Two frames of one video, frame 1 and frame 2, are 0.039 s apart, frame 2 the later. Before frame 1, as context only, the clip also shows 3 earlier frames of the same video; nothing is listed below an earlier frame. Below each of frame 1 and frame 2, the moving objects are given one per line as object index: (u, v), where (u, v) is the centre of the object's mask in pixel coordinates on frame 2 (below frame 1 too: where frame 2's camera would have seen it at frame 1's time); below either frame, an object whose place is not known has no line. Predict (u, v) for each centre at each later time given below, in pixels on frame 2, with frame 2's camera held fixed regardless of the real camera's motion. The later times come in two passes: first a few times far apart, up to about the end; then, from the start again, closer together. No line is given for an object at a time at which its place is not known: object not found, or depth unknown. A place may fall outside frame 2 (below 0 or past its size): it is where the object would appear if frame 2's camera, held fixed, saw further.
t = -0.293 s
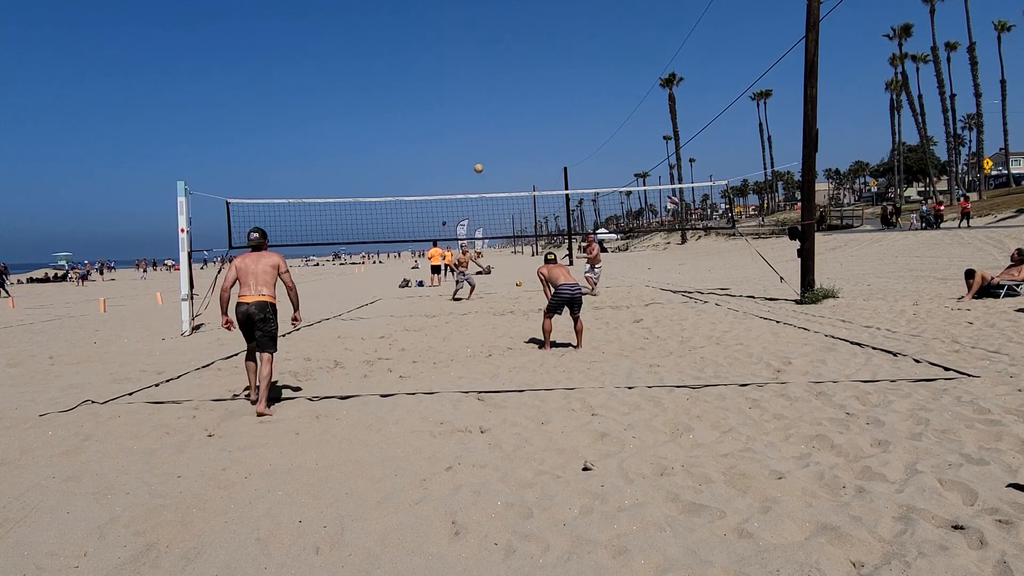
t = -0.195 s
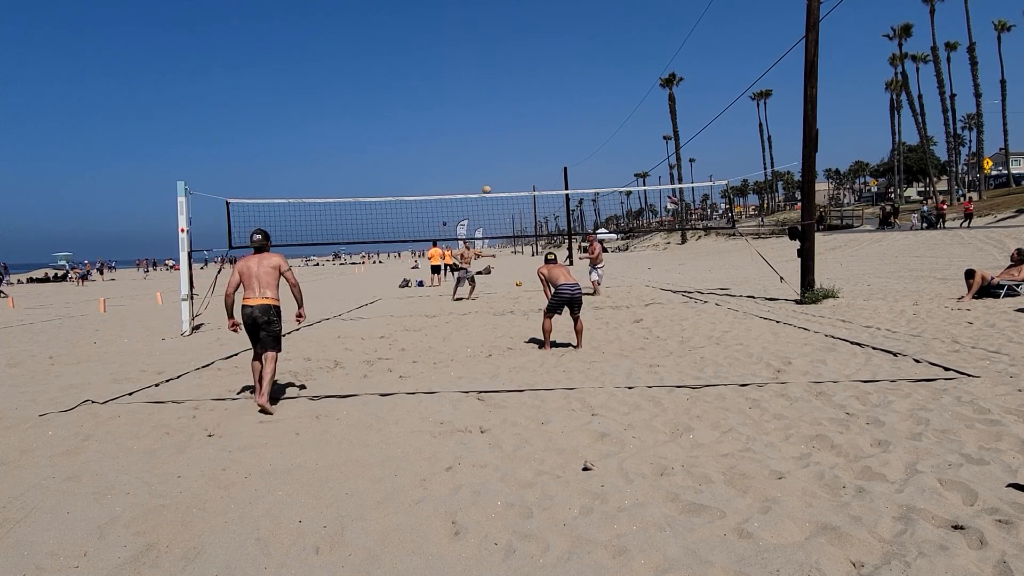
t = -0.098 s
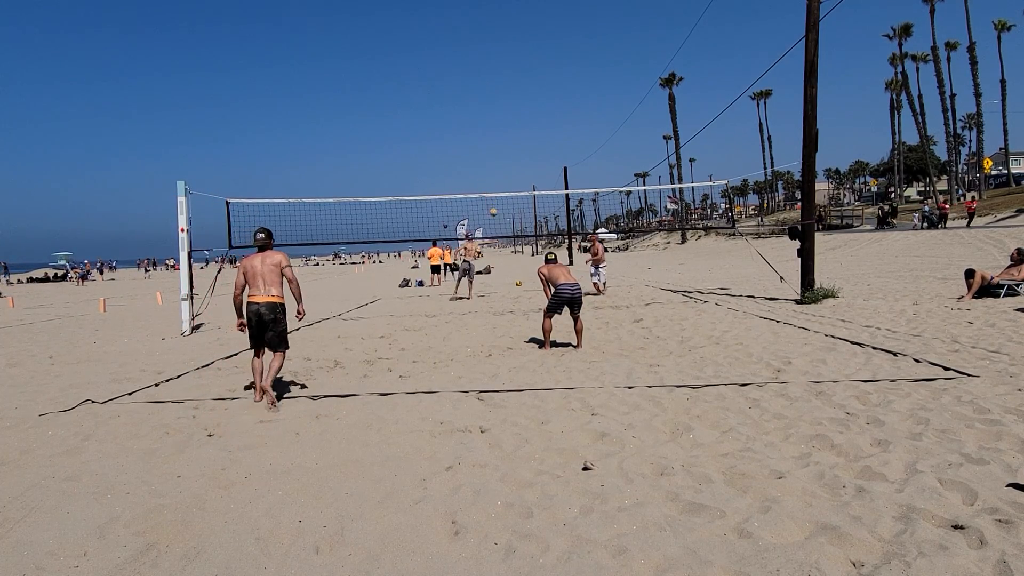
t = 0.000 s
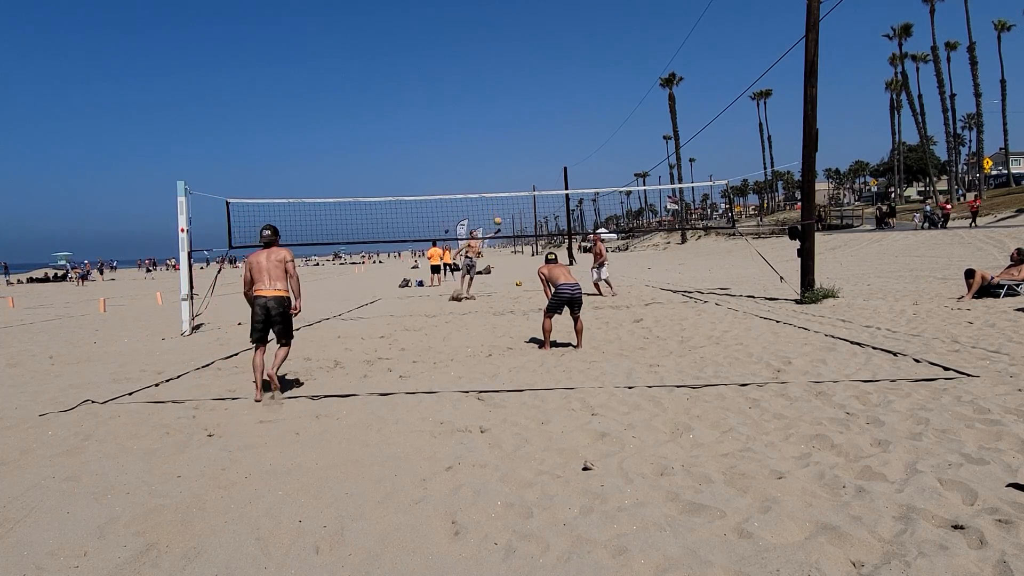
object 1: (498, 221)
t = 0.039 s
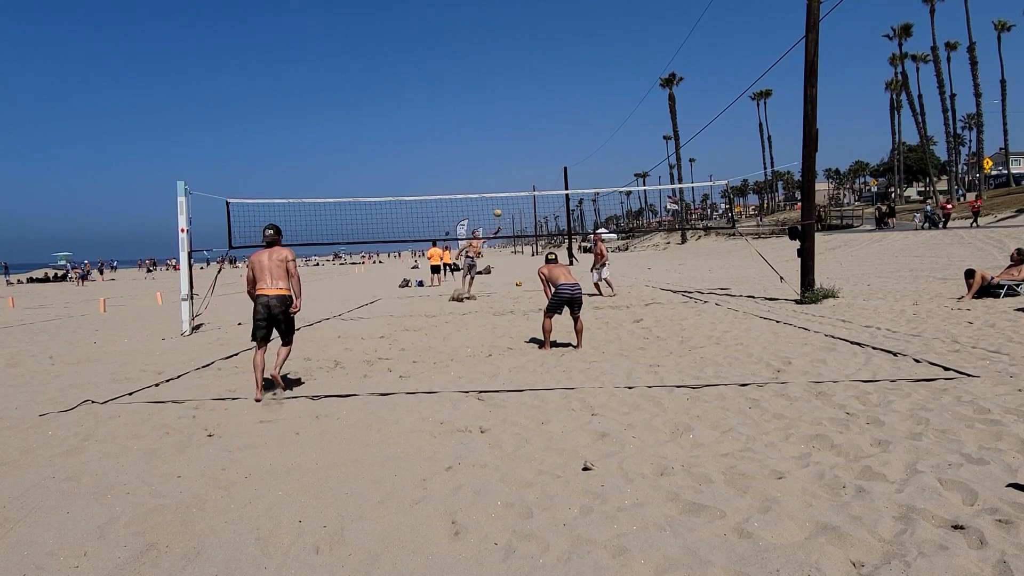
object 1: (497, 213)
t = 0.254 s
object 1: (497, 167)
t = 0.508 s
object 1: (498, 134)
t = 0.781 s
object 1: (501, 126)
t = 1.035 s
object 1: (506, 149)
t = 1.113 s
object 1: (507, 161)
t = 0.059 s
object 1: (498, 209)
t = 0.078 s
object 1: (498, 205)
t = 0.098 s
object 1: (497, 199)
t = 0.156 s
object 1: (497, 186)
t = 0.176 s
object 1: (497, 183)
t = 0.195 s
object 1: (497, 180)
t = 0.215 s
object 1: (497, 173)
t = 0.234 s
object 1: (497, 170)
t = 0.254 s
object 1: (497, 167)
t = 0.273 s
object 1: (497, 164)
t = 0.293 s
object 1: (497, 161)
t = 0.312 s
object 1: (497, 159)
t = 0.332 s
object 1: (497, 154)
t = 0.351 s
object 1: (497, 151)
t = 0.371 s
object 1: (497, 149)
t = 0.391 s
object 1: (498, 147)
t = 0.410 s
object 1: (498, 145)
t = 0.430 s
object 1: (498, 142)
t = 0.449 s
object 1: (498, 139)
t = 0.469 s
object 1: (498, 137)
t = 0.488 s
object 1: (498, 135)
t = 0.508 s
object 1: (498, 134)
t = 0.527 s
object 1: (498, 132)
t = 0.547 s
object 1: (499, 130)
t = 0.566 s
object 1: (499, 129)
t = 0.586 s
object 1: (499, 128)
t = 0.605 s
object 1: (499, 127)
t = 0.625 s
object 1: (499, 127)
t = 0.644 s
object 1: (499, 126)
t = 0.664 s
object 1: (499, 125)
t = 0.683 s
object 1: (500, 125)
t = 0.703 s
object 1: (500, 125)
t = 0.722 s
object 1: (500, 125)
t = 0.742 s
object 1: (500, 125)
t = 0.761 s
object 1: (500, 125)
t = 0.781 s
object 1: (501, 126)
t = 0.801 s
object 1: (501, 126)
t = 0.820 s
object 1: (501, 127)
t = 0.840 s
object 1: (502, 128)
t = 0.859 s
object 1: (502, 129)
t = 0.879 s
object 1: (502, 130)
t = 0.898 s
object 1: (503, 133)
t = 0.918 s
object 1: (503, 134)
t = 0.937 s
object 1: (503, 136)
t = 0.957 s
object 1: (504, 138)
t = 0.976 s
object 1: (504, 140)
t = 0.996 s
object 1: (504, 142)
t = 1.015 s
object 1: (505, 147)
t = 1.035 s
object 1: (506, 149)
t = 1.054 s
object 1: (506, 152)
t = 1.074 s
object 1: (506, 155)
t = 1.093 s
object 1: (507, 157)
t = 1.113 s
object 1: (507, 161)
